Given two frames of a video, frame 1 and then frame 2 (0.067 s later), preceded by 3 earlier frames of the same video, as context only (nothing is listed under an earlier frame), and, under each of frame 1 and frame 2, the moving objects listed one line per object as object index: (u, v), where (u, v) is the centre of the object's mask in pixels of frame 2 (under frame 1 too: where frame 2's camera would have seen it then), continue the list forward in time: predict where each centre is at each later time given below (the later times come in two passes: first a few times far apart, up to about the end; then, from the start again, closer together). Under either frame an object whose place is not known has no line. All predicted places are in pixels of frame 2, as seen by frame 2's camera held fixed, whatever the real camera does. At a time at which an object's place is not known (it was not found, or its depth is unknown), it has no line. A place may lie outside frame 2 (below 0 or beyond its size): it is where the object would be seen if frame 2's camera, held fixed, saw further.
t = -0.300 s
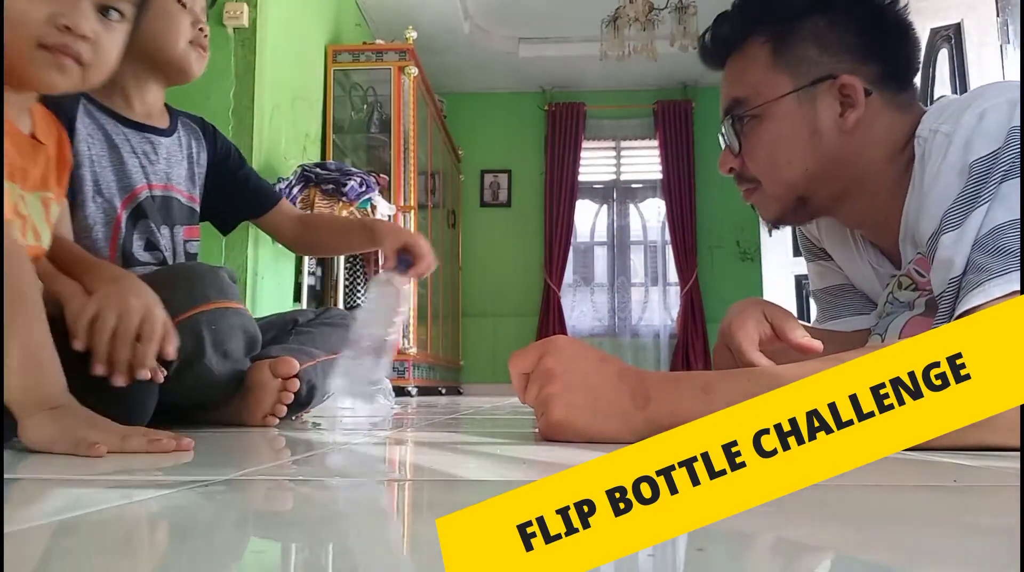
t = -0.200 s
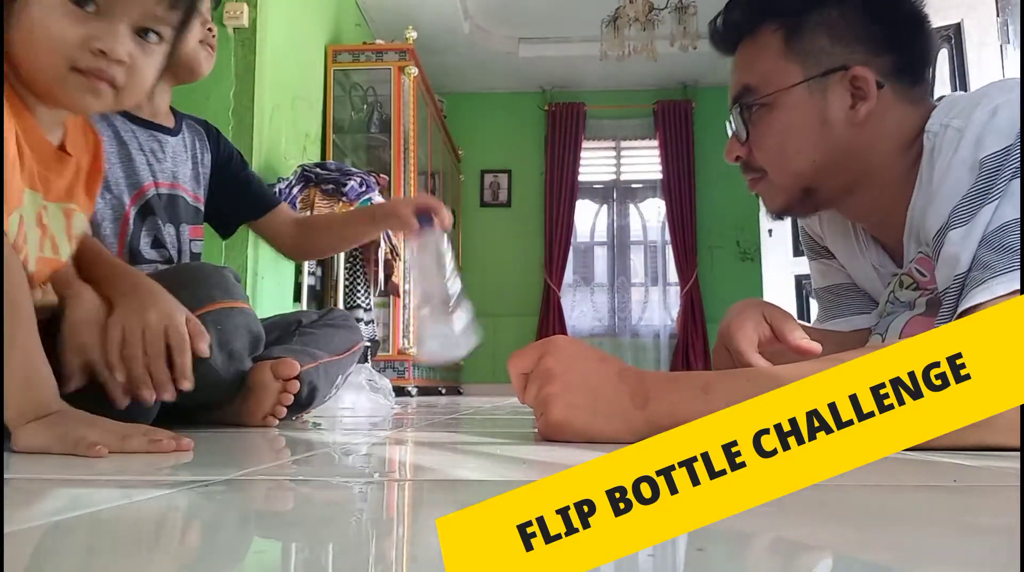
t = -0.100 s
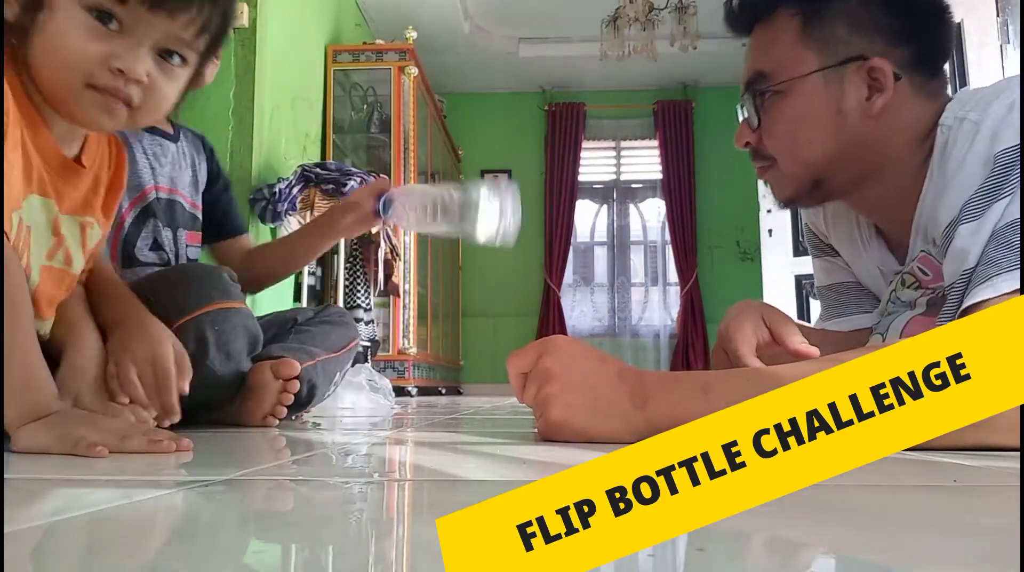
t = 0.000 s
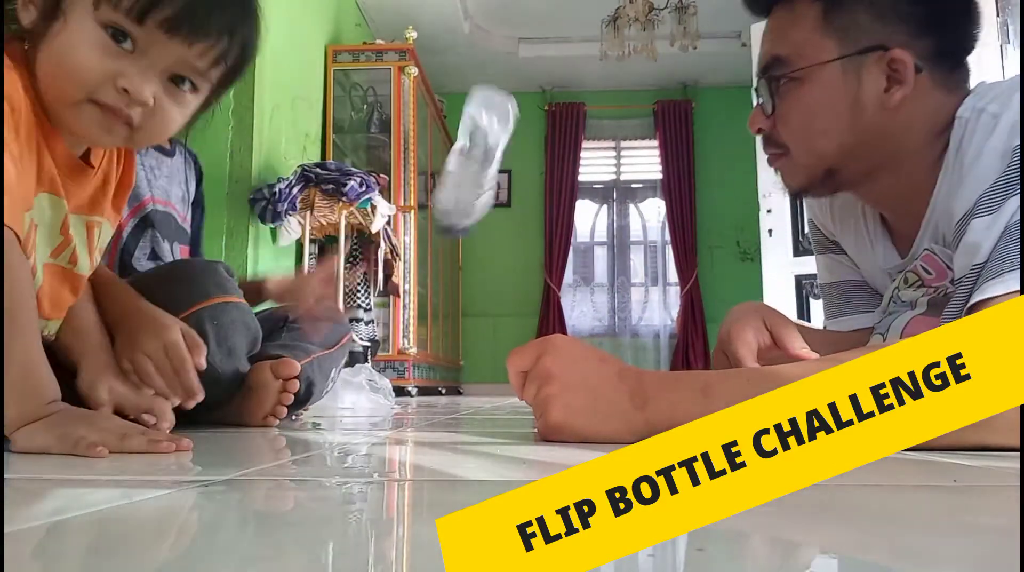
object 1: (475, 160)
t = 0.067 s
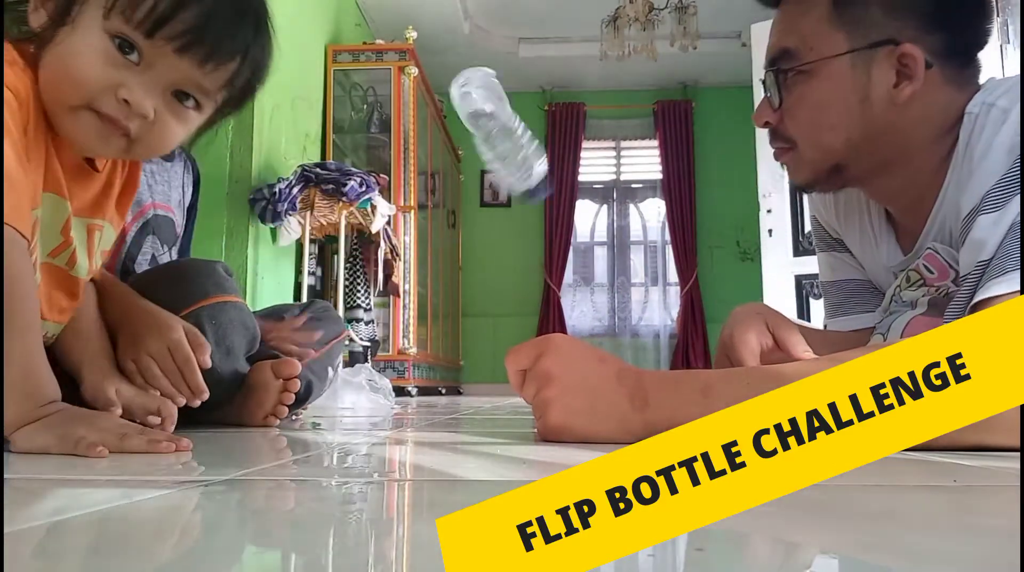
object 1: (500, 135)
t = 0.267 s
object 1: (495, 233)
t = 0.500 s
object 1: (443, 353)
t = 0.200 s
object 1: (505, 159)
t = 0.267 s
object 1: (495, 233)
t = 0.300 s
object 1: (490, 287)
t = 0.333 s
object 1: (485, 342)
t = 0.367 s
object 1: (474, 345)
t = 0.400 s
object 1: (464, 346)
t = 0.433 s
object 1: (458, 346)
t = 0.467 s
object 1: (452, 349)
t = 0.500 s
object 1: (443, 353)
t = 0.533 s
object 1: (434, 360)
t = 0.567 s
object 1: (422, 374)
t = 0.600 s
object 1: (410, 392)
